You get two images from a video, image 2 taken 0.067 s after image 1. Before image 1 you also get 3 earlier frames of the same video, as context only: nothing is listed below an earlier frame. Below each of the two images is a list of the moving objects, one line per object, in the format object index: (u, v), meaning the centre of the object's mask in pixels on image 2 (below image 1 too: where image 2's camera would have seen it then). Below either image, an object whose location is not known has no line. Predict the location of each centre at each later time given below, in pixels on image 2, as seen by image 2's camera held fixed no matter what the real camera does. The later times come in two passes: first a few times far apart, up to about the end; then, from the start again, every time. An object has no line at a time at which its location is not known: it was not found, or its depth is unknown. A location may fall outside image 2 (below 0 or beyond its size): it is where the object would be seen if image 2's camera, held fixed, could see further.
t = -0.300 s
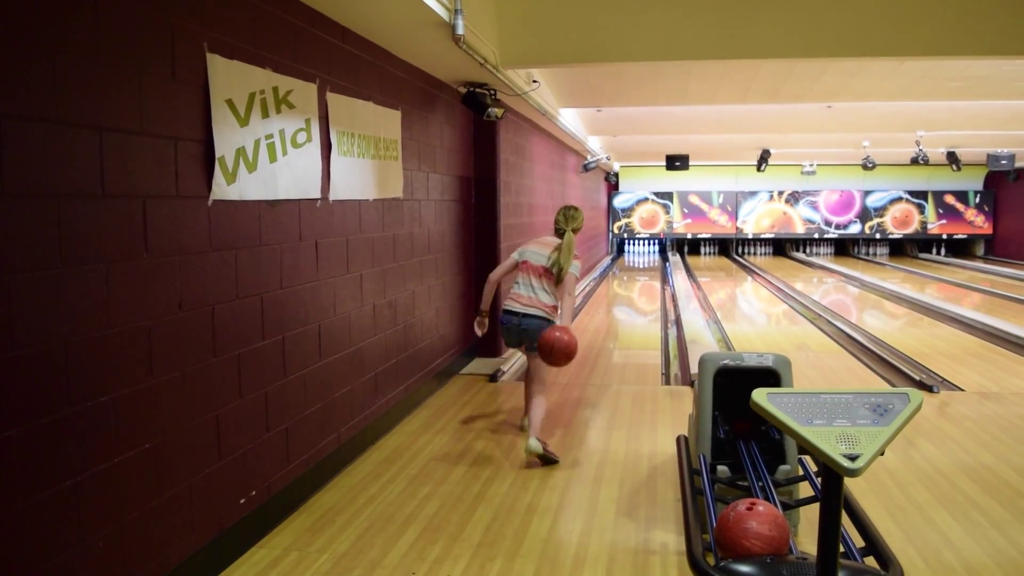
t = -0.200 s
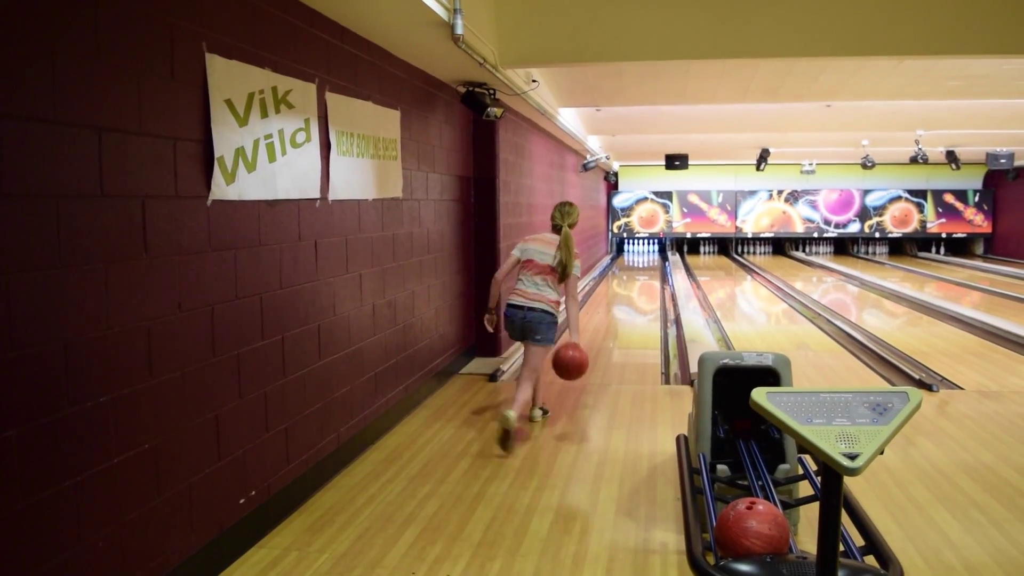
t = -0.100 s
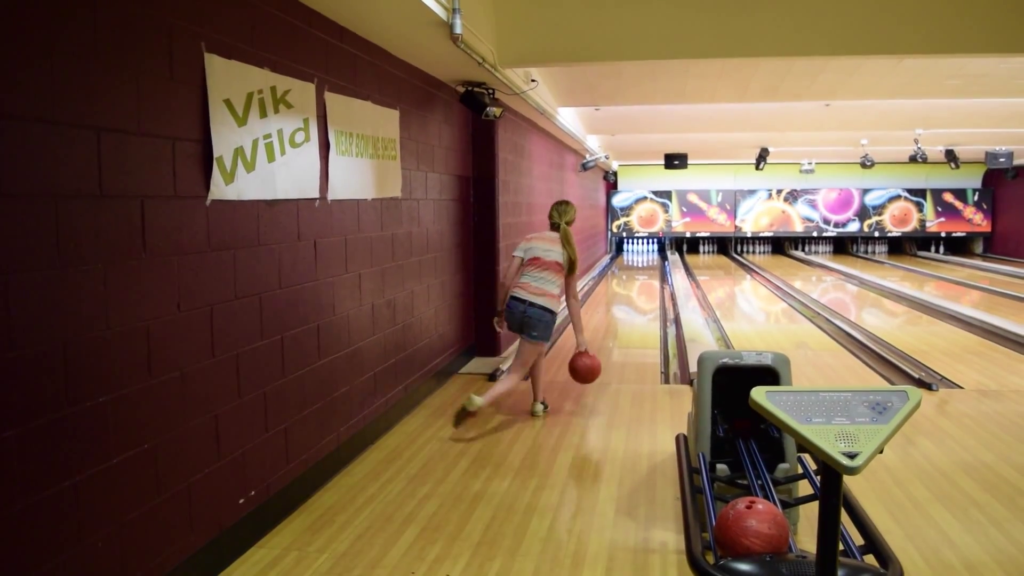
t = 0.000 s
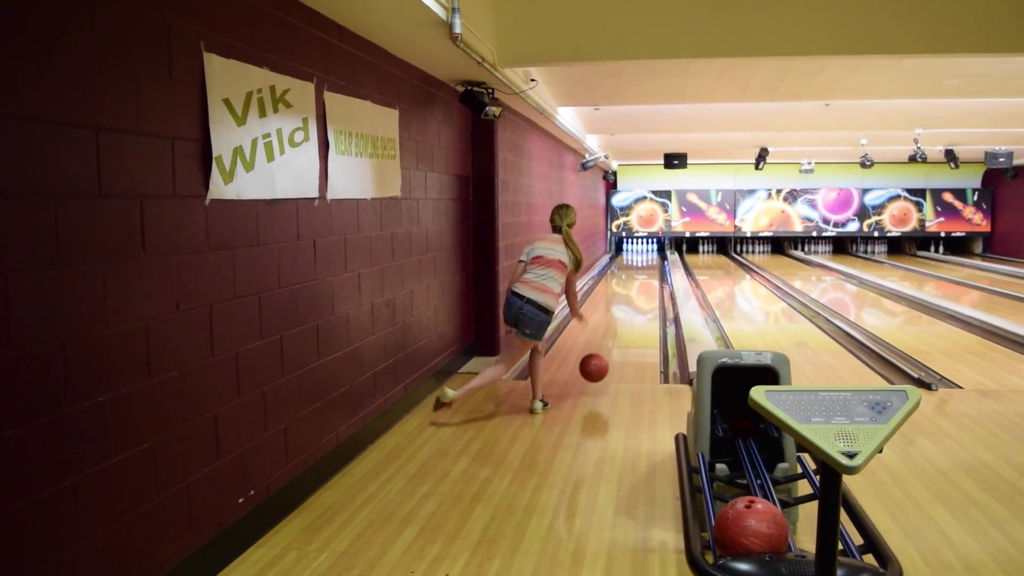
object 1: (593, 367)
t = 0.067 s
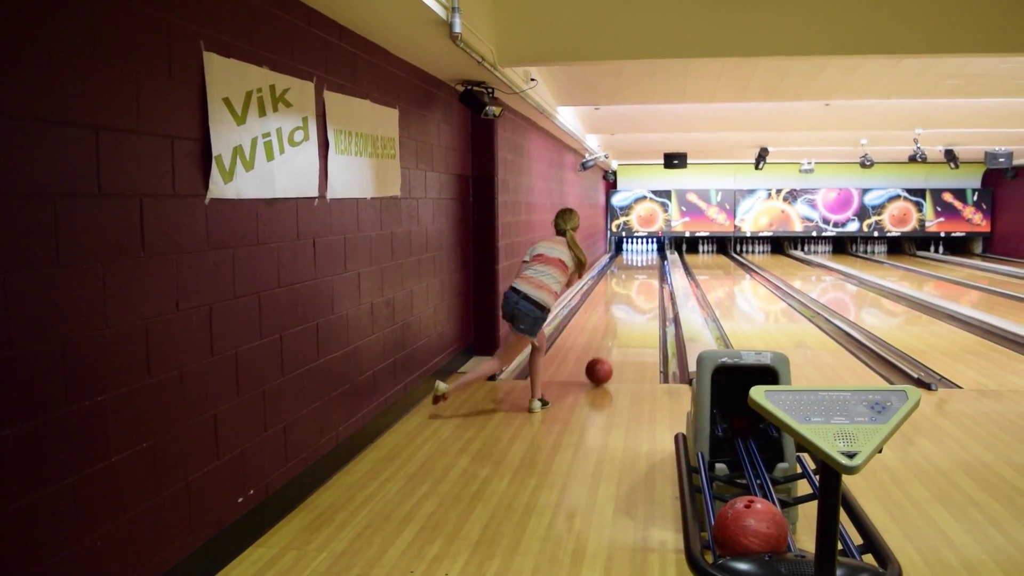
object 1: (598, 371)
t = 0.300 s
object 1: (612, 341)
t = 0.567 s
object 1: (622, 318)
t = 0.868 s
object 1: (629, 300)
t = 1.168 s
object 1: (632, 287)
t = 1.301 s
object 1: (634, 282)
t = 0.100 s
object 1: (601, 364)
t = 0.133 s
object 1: (603, 359)
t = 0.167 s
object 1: (605, 356)
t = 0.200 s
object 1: (607, 352)
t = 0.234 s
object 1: (609, 348)
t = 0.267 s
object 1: (611, 344)
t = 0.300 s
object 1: (612, 341)
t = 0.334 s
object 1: (614, 337)
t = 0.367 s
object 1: (615, 334)
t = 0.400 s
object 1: (617, 331)
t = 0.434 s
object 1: (618, 328)
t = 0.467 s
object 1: (619, 325)
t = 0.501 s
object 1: (620, 323)
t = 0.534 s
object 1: (621, 320)
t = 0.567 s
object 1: (622, 318)
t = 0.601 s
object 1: (623, 316)
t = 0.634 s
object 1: (624, 313)
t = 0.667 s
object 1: (625, 311)
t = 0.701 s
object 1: (626, 309)
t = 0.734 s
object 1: (627, 307)
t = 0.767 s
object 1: (628, 305)
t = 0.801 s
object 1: (628, 304)
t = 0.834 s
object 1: (629, 302)
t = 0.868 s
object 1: (629, 300)
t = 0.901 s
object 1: (629, 298)
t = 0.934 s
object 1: (630, 297)
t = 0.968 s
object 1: (630, 295)
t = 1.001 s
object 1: (630, 293)
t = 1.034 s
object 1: (631, 292)
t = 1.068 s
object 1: (631, 290)
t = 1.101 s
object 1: (632, 289)
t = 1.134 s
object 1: (632, 288)
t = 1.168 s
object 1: (632, 287)
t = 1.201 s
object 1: (633, 286)
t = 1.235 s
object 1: (633, 284)
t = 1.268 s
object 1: (633, 283)
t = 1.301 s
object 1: (634, 282)
